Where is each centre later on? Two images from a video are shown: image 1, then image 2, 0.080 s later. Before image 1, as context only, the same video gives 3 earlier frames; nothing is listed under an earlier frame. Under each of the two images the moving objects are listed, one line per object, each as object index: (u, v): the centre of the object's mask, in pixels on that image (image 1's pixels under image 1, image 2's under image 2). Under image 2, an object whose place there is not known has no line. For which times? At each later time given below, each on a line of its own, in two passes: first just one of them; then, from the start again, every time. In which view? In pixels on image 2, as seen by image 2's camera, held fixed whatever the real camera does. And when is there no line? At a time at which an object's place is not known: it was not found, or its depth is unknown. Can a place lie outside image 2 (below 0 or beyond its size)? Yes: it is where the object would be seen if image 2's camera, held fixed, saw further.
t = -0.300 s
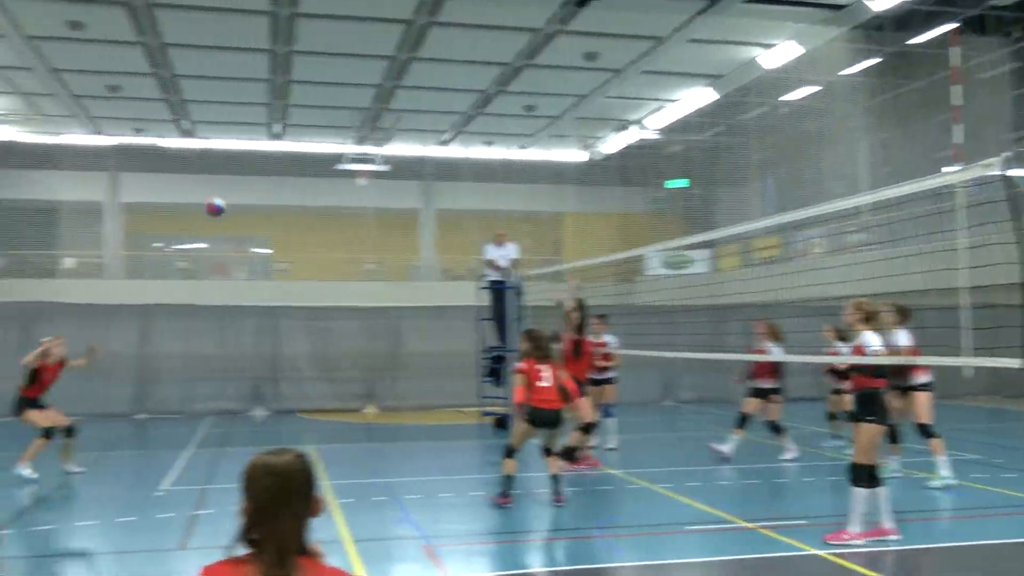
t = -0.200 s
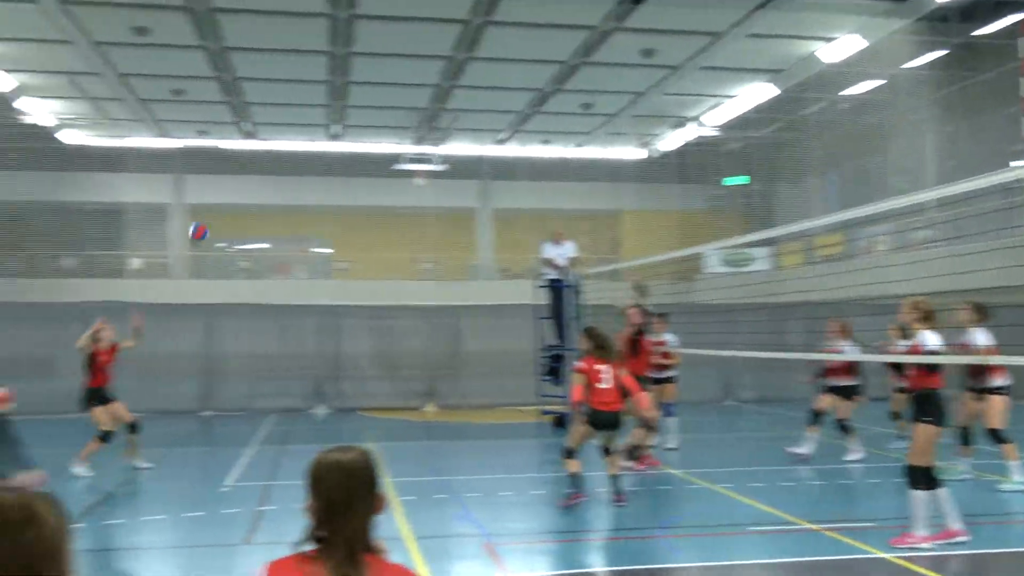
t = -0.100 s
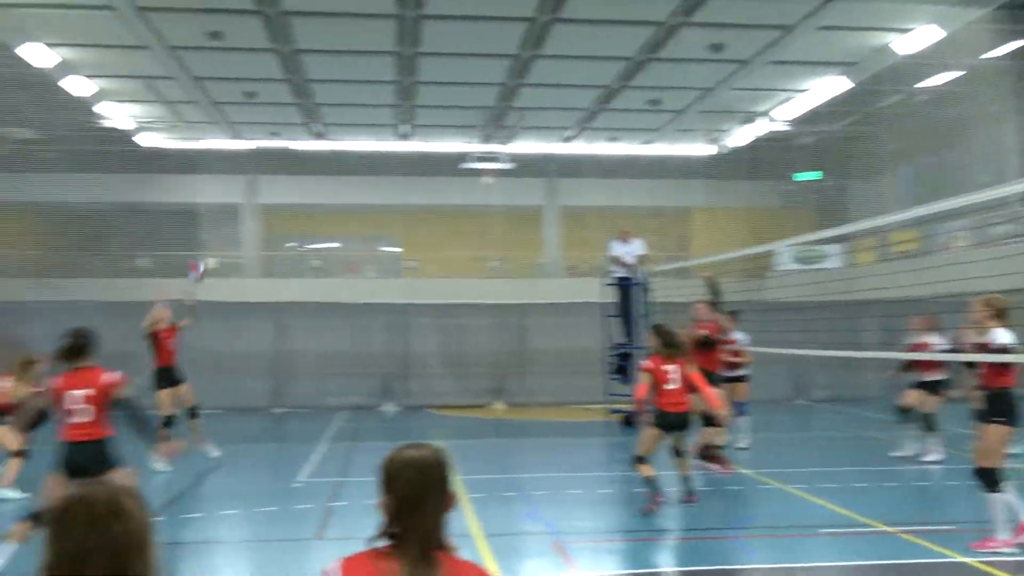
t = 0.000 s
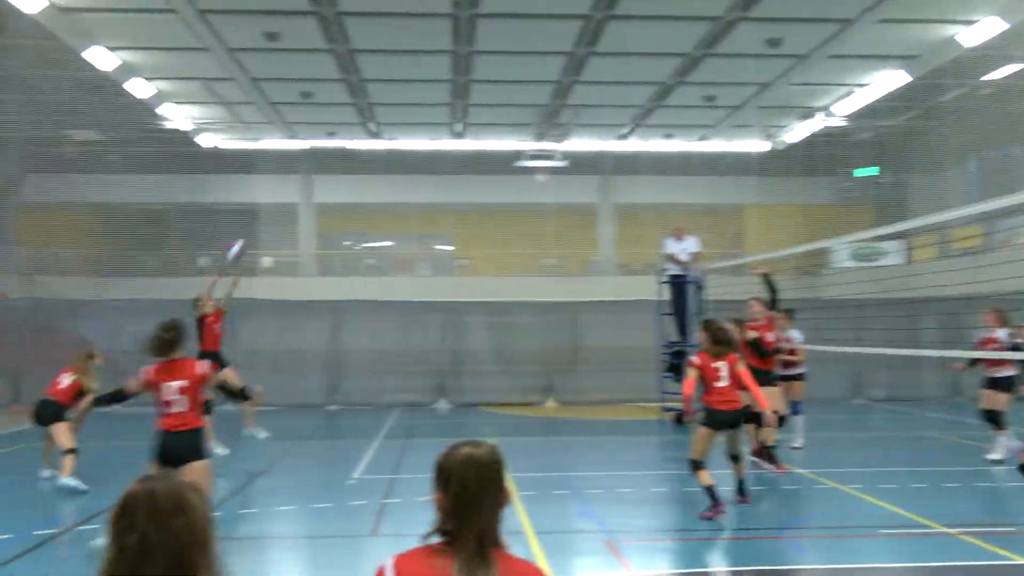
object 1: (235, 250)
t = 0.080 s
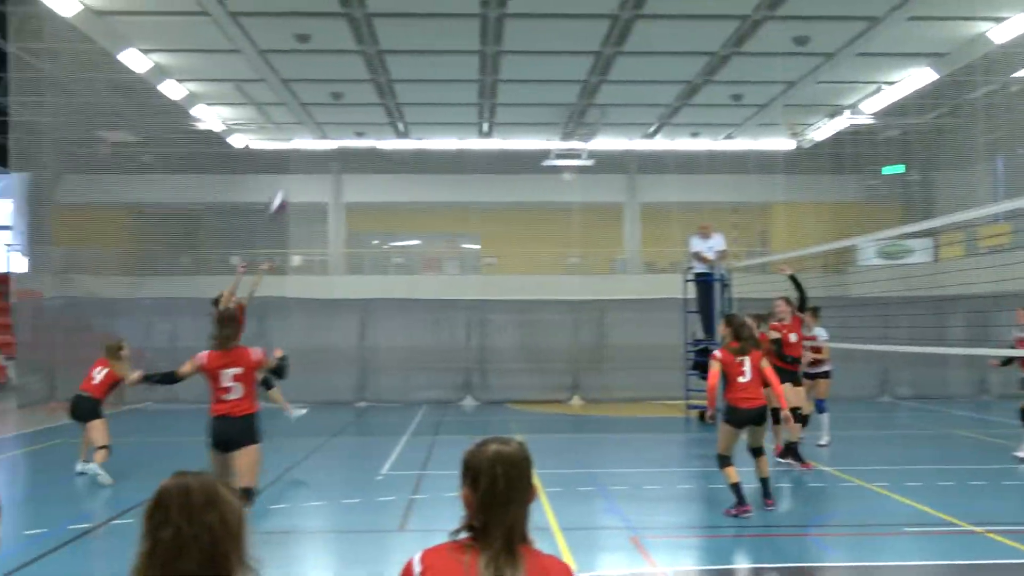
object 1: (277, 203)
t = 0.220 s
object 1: (305, 133)
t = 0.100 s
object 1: (282, 192)
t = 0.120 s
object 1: (286, 183)
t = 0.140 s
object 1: (289, 173)
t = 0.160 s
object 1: (292, 163)
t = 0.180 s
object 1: (297, 155)
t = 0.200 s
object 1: (300, 143)
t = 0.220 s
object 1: (305, 133)
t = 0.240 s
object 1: (307, 126)
